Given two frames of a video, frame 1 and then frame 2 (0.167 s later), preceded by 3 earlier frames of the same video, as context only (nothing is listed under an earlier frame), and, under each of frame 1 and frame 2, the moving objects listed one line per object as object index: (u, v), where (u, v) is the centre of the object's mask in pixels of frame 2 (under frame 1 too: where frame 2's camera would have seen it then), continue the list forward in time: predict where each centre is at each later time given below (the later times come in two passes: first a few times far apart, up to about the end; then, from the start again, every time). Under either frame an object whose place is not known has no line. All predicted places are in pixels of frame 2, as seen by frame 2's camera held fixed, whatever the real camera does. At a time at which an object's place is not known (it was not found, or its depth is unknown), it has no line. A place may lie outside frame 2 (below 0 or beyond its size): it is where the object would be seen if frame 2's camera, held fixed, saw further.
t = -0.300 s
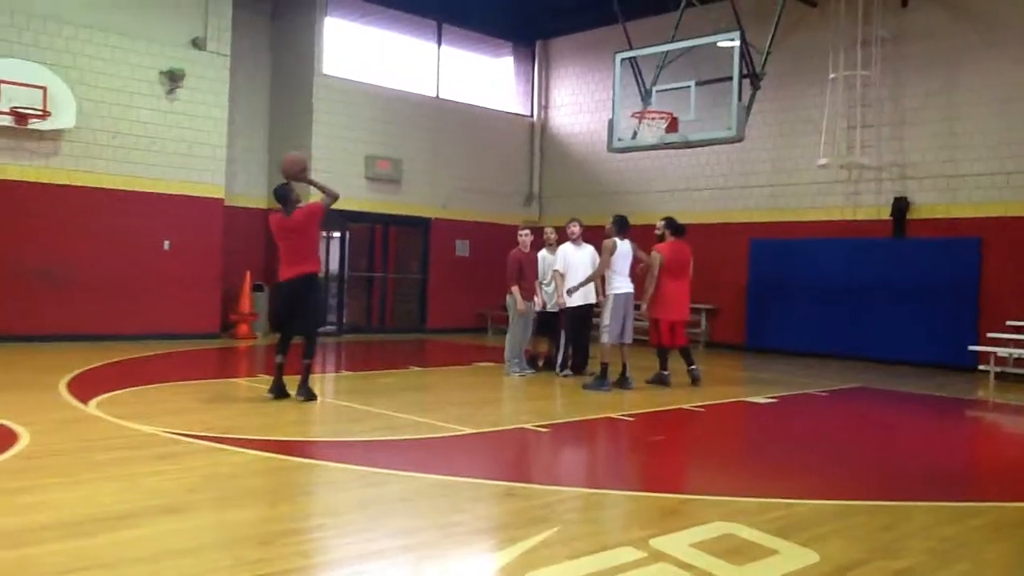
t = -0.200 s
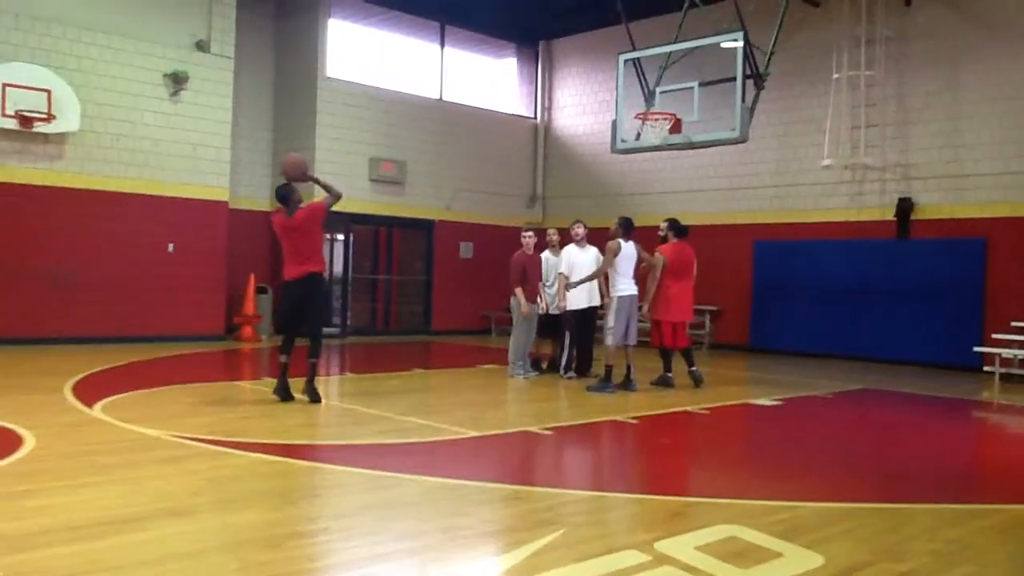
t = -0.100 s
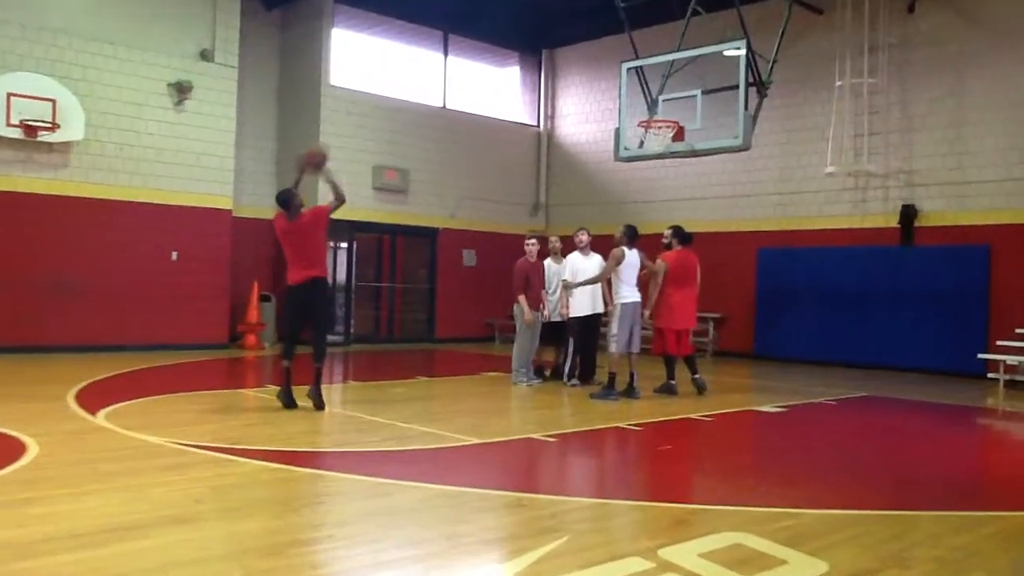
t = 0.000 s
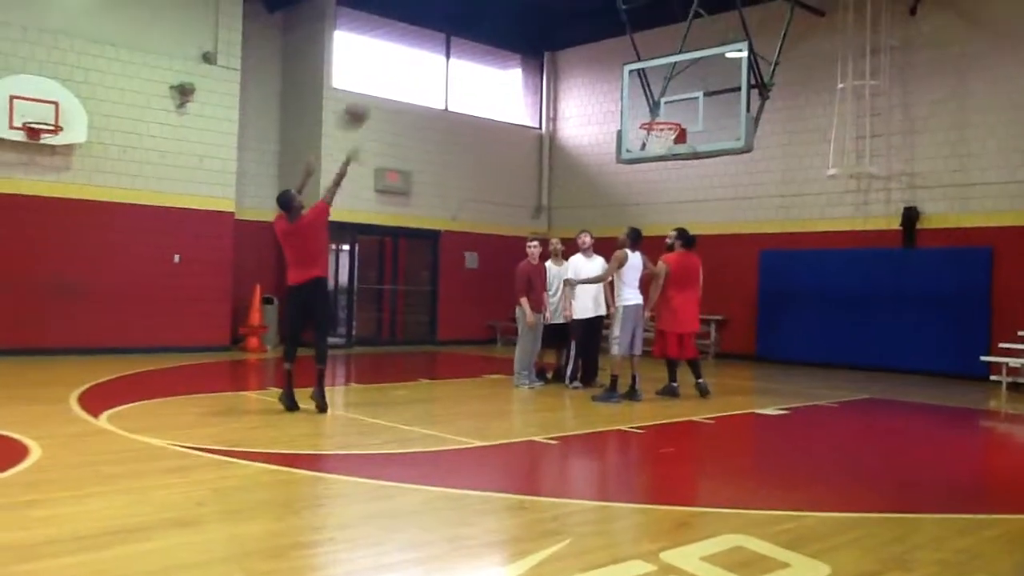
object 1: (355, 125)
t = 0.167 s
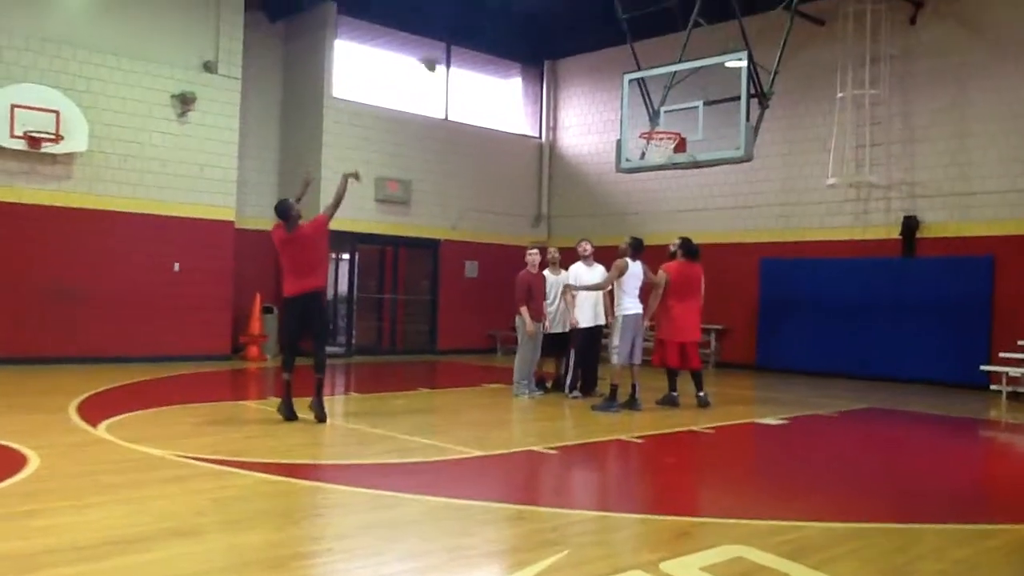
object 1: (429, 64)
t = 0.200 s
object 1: (445, 53)
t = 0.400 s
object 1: (517, 32)
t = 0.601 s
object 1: (584, 47)
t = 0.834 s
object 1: (652, 112)
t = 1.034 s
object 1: (643, 149)
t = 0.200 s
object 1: (445, 53)
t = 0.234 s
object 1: (458, 47)
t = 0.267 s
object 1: (469, 42)
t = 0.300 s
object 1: (482, 37)
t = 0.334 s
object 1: (494, 34)
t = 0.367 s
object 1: (506, 32)
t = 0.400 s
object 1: (517, 32)
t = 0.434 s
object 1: (530, 32)
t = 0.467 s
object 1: (541, 34)
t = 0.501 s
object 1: (552, 35)
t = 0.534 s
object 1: (562, 37)
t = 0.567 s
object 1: (574, 42)
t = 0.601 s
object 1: (584, 47)
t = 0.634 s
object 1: (593, 52)
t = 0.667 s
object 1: (605, 61)
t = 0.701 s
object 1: (617, 63)
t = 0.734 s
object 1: (624, 76)
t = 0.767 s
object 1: (634, 87)
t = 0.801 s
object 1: (641, 95)
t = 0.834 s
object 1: (652, 112)
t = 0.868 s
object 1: (660, 120)
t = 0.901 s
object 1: (668, 128)
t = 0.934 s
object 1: (669, 134)
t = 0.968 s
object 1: (653, 146)
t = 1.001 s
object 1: (646, 150)
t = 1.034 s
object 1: (643, 149)
